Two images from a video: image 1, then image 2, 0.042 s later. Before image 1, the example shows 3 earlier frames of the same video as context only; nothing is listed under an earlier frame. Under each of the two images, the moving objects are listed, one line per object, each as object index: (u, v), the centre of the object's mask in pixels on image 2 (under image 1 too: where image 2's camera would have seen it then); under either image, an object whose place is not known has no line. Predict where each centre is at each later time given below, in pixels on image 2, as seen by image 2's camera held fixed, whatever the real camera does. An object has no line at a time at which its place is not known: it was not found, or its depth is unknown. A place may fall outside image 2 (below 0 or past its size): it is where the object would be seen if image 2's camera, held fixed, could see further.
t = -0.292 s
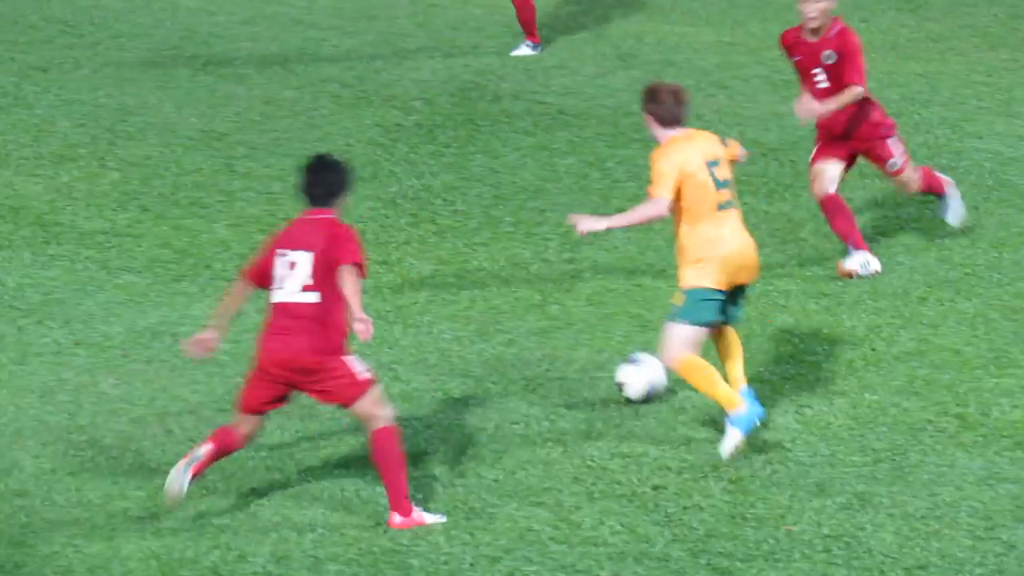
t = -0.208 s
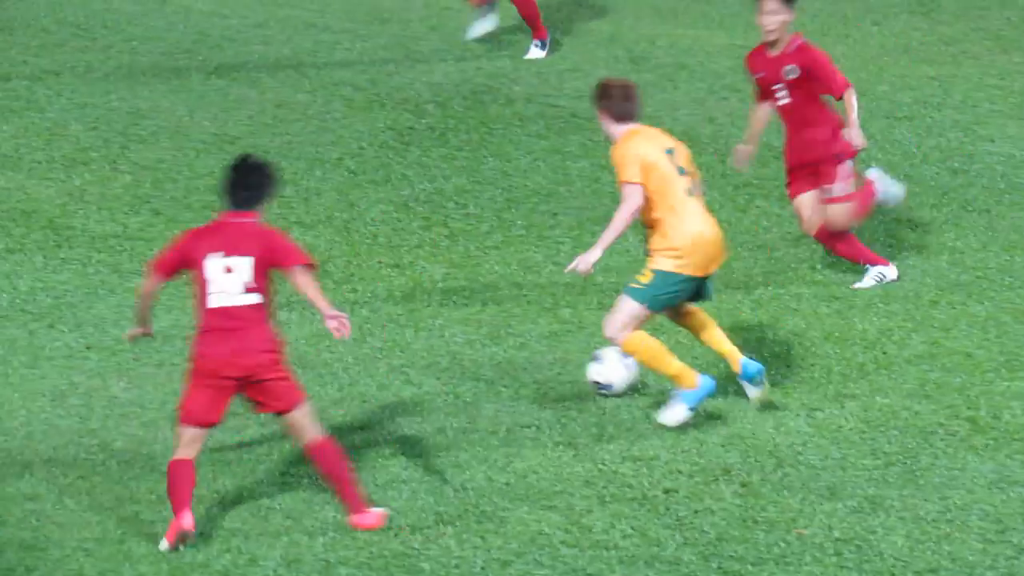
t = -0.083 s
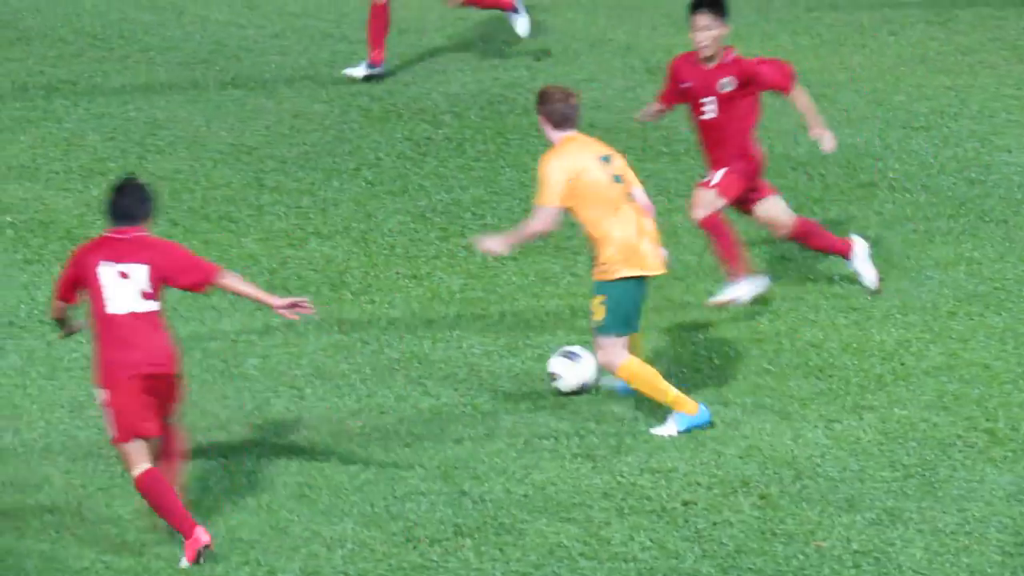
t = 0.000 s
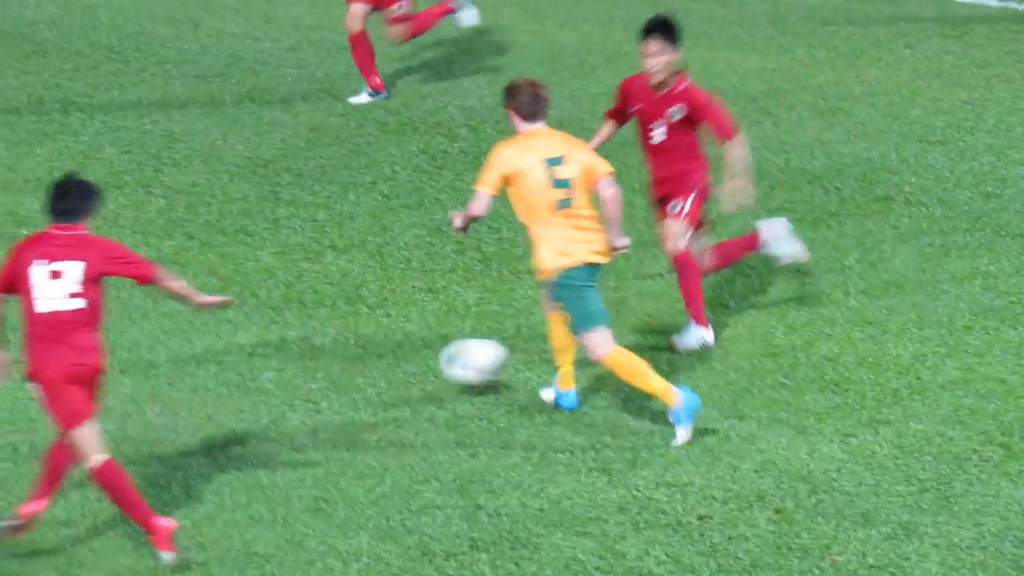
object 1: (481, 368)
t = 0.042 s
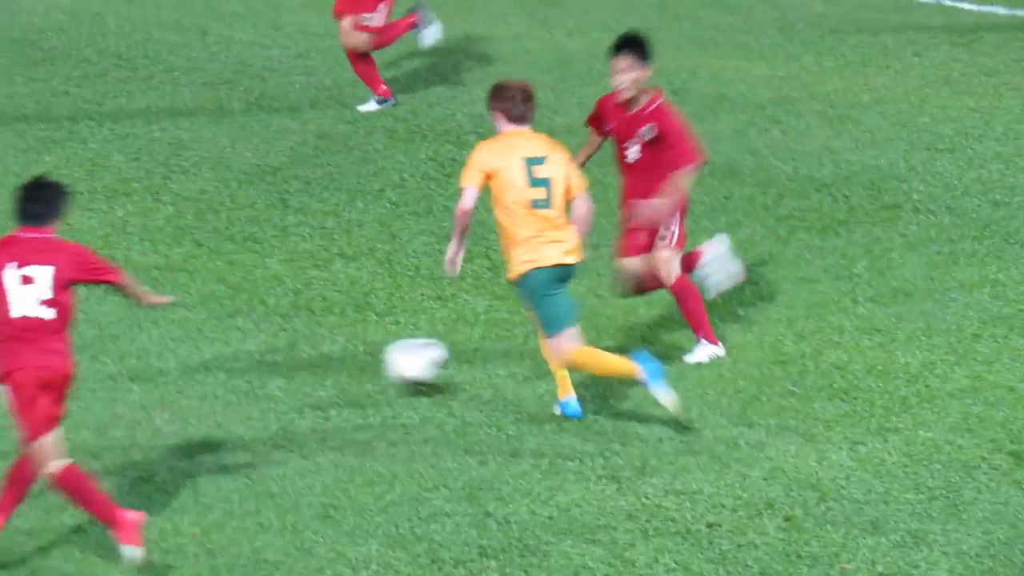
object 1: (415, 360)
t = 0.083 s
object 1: (347, 358)
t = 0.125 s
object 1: (280, 357)
